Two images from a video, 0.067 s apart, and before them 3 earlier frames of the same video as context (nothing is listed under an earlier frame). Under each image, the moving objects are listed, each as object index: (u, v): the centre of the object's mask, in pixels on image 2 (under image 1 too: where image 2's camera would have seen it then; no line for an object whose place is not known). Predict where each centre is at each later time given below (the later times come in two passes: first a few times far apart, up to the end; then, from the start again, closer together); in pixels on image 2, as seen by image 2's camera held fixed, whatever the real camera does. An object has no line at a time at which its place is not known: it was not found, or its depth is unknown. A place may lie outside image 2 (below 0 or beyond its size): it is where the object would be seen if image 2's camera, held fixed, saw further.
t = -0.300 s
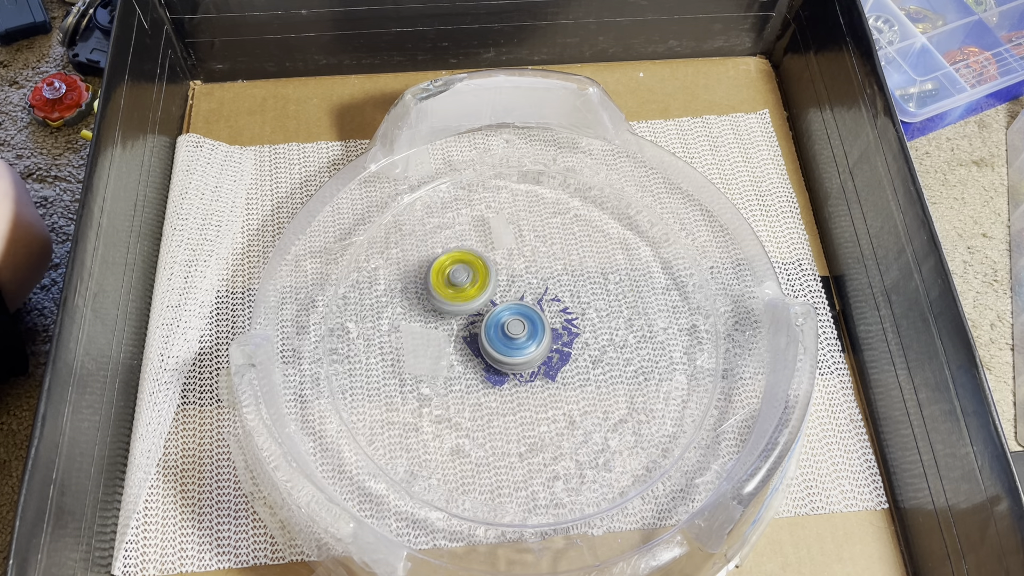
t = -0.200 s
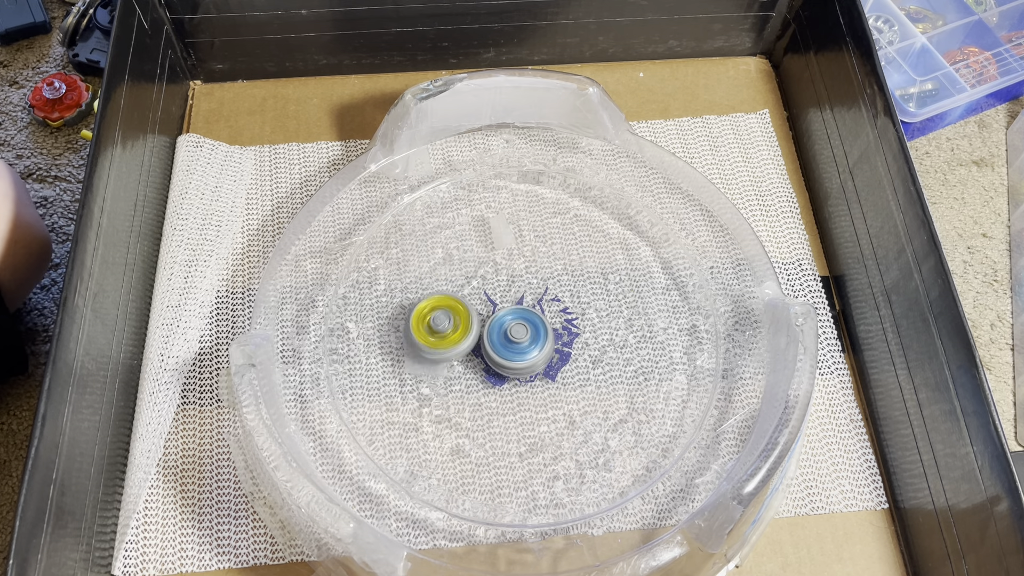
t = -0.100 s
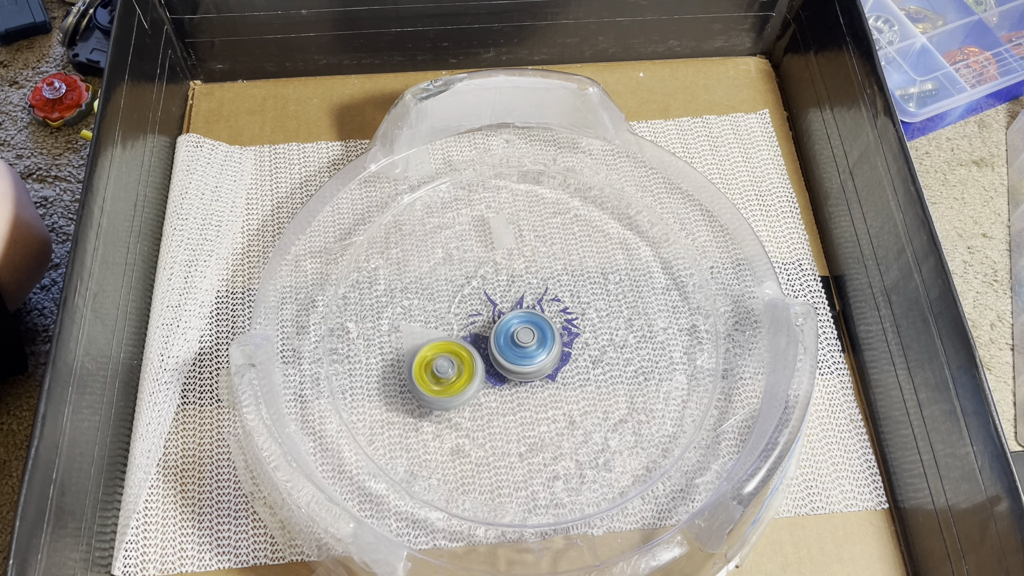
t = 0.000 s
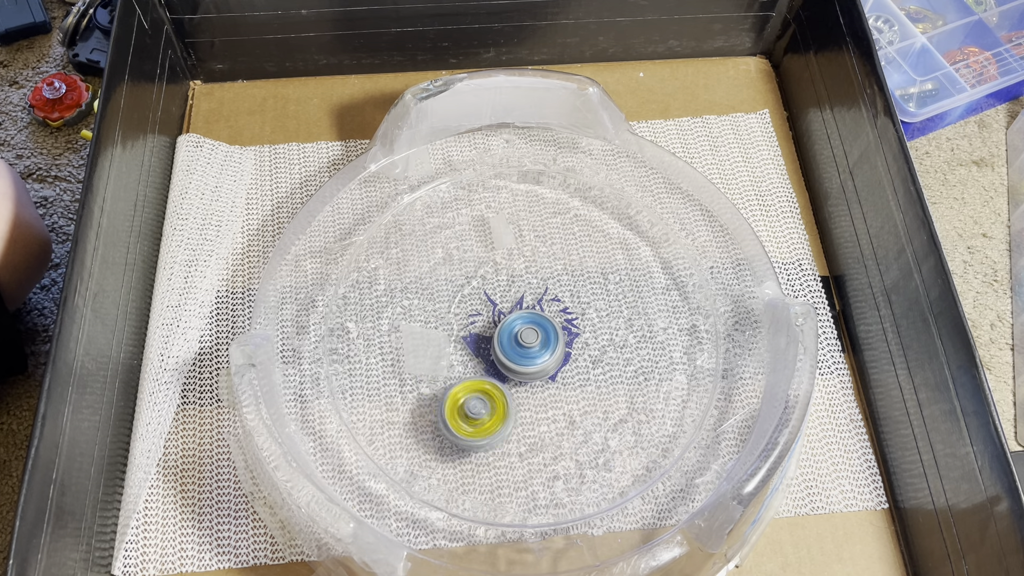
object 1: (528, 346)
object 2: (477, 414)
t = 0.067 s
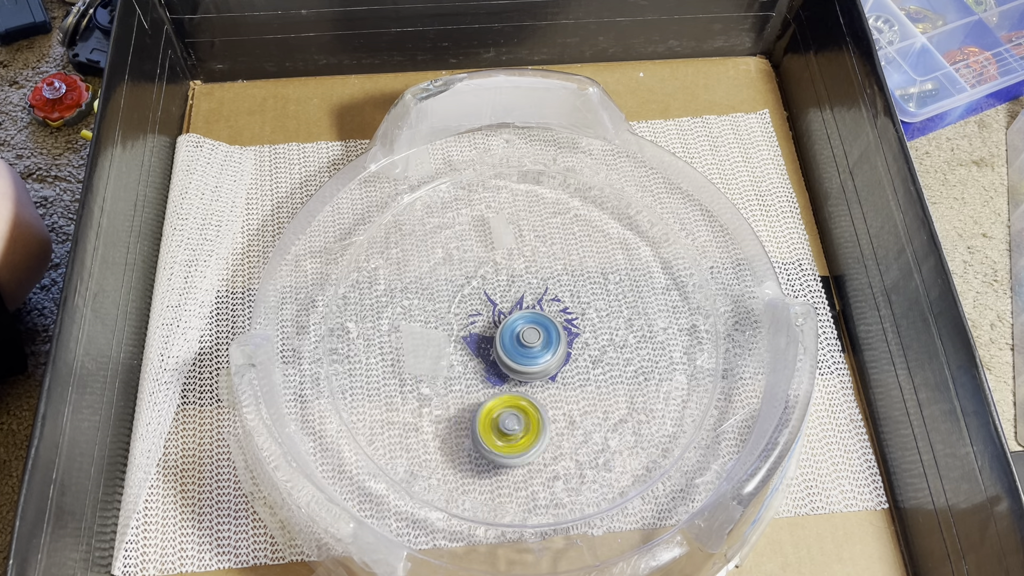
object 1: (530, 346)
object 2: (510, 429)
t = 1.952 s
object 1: (513, 326)
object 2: (427, 300)
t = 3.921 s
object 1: (514, 350)
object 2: (504, 272)
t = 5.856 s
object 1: (523, 327)
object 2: (600, 301)
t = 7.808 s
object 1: (538, 422)
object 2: (426, 322)
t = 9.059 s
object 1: (491, 281)
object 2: (551, 366)
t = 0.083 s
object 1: (531, 346)
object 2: (520, 430)
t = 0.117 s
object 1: (531, 345)
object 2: (539, 432)
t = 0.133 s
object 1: (531, 345)
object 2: (547, 431)
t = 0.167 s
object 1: (532, 344)
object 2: (566, 426)
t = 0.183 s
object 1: (532, 344)
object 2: (574, 423)
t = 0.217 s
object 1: (532, 343)
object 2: (590, 413)
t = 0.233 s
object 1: (532, 343)
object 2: (596, 408)
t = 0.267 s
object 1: (531, 342)
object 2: (607, 394)
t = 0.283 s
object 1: (531, 341)
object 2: (611, 387)
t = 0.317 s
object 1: (530, 340)
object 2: (617, 370)
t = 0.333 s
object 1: (530, 340)
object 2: (618, 363)
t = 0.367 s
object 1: (529, 339)
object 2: (617, 346)
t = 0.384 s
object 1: (528, 339)
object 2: (615, 338)
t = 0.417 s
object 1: (527, 339)
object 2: (609, 323)
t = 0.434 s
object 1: (526, 338)
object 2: (605, 316)
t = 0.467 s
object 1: (525, 338)
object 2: (595, 302)
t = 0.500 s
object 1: (524, 338)
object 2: (583, 291)
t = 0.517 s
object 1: (523, 337)
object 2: (576, 286)
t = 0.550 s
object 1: (522, 337)
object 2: (561, 278)
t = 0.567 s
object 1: (521, 337)
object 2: (552, 275)
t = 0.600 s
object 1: (519, 337)
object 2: (536, 270)
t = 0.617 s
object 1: (519, 337)
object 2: (528, 268)
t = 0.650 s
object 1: (517, 337)
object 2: (511, 268)
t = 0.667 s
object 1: (517, 337)
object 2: (502, 268)
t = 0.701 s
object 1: (515, 338)
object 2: (485, 271)
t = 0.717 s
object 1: (515, 338)
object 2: (477, 273)
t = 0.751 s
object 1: (513, 338)
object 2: (462, 280)
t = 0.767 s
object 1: (513, 338)
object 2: (455, 284)
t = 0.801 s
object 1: (511, 339)
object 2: (442, 294)
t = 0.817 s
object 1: (511, 339)
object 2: (437, 299)
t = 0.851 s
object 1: (510, 340)
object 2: (428, 312)
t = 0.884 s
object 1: (509, 340)
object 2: (420, 325)
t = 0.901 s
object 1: (508, 340)
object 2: (419, 334)
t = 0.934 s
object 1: (508, 341)
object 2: (417, 349)
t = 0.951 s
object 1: (507, 341)
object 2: (418, 357)
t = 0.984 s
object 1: (507, 342)
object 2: (421, 372)
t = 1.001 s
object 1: (507, 342)
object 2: (424, 380)
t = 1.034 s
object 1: (506, 342)
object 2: (433, 394)
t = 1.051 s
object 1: (506, 343)
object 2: (440, 400)
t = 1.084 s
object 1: (506, 343)
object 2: (453, 411)
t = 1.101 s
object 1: (506, 343)
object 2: (461, 415)
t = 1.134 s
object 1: (506, 344)
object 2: (479, 422)
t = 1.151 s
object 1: (506, 344)
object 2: (488, 423)
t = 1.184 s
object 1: (506, 344)
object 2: (508, 424)
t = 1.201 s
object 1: (506, 344)
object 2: (516, 423)
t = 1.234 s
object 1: (507, 345)
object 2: (534, 418)
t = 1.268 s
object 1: (507, 345)
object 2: (551, 411)
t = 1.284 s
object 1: (507, 344)
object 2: (558, 406)
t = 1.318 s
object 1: (508, 344)
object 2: (571, 394)
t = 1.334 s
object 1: (508, 344)
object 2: (576, 388)
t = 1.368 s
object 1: (509, 343)
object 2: (585, 374)
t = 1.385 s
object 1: (509, 343)
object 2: (589, 366)
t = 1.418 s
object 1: (510, 342)
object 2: (593, 351)
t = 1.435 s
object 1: (510, 341)
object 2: (593, 342)
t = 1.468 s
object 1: (511, 340)
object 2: (593, 327)
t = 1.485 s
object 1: (511, 340)
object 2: (591, 320)
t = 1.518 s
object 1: (512, 338)
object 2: (586, 305)
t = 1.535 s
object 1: (512, 338)
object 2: (584, 298)
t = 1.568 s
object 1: (512, 337)
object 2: (575, 285)
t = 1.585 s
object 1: (513, 336)
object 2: (570, 278)
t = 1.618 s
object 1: (513, 335)
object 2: (559, 268)
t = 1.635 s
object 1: (513, 335)
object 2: (552, 263)
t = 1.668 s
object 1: (513, 334)
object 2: (538, 256)
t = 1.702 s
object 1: (514, 333)
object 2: (523, 250)
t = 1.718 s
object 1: (514, 332)
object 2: (515, 249)
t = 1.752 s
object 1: (514, 331)
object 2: (498, 247)
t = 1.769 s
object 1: (514, 331)
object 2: (491, 248)
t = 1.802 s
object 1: (514, 330)
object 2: (477, 251)
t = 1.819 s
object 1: (514, 329)
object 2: (468, 254)
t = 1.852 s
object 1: (514, 329)
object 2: (453, 263)
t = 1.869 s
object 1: (514, 328)
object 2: (448, 268)
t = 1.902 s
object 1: (514, 327)
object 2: (437, 279)
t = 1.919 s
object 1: (514, 327)
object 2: (433, 285)
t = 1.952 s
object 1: (513, 326)
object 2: (427, 300)
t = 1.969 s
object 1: (513, 326)
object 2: (425, 308)
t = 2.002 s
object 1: (513, 325)
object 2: (423, 324)
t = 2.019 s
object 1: (513, 325)
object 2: (424, 332)
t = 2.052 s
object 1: (512, 324)
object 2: (429, 347)
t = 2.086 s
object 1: (512, 324)
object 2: (437, 362)
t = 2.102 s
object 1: (512, 324)
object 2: (442, 368)
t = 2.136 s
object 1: (511, 324)
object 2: (455, 381)
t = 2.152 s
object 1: (511, 324)
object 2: (462, 386)
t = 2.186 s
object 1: (510, 324)
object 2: (477, 395)
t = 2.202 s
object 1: (510, 325)
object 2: (486, 398)
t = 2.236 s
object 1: (510, 325)
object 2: (503, 402)
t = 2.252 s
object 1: (510, 326)
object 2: (513, 403)
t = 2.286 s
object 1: (511, 327)
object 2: (531, 403)
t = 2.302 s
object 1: (511, 327)
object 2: (540, 401)
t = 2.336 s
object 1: (512, 328)
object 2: (558, 397)
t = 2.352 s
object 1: (512, 328)
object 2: (564, 393)
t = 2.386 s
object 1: (513, 329)
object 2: (580, 384)
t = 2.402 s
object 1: (513, 330)
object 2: (585, 379)
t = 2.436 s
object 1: (514, 331)
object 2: (597, 367)
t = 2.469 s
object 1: (515, 332)
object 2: (605, 354)
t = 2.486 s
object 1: (516, 332)
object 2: (608, 348)
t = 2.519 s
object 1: (518, 334)
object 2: (612, 333)
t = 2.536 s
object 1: (519, 334)
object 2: (612, 326)
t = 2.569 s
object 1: (522, 334)
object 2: (611, 311)
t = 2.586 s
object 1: (522, 334)
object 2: (609, 303)
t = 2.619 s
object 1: (524, 333)
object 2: (603, 290)
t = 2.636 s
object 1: (524, 333)
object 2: (599, 284)
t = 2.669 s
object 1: (525, 332)
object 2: (589, 272)
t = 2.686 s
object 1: (526, 332)
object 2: (583, 268)
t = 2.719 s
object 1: (526, 332)
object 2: (570, 259)
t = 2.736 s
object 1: (527, 332)
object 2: (562, 256)
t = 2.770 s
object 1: (527, 332)
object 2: (546, 252)
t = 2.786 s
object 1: (527, 331)
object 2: (537, 251)
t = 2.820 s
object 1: (527, 331)
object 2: (521, 252)
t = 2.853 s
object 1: (528, 331)
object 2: (505, 255)
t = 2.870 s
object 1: (528, 331)
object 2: (497, 258)
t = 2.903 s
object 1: (528, 330)
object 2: (484, 266)
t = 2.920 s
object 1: (528, 330)
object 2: (477, 270)
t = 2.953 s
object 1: (527, 330)
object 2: (465, 282)
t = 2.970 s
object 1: (527, 330)
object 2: (461, 287)
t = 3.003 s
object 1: (527, 330)
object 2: (453, 301)
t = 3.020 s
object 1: (527, 330)
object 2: (450, 308)
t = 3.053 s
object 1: (526, 330)
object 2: (445, 324)
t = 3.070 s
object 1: (525, 330)
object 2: (445, 332)
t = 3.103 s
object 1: (525, 330)
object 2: (445, 346)
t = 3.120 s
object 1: (524, 330)
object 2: (446, 354)
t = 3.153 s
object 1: (523, 331)
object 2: (451, 369)
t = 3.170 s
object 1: (523, 331)
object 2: (455, 376)
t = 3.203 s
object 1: (522, 332)
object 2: (464, 389)
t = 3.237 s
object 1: (521, 332)
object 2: (475, 400)
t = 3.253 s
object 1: (520, 332)
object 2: (482, 405)
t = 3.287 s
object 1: (519, 332)
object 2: (497, 414)
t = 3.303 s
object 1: (519, 333)
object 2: (505, 417)
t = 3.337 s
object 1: (518, 332)
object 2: (522, 421)
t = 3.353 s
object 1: (518, 332)
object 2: (531, 421)
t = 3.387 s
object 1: (518, 332)
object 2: (549, 420)
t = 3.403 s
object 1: (517, 331)
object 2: (556, 419)
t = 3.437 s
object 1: (516, 332)
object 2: (572, 413)
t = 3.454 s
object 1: (515, 333)
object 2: (580, 409)
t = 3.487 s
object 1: (514, 336)
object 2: (592, 399)
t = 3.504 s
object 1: (513, 337)
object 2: (599, 394)
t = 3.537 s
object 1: (513, 338)
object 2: (607, 380)
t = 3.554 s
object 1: (512, 339)
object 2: (610, 372)
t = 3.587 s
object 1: (512, 341)
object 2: (613, 358)
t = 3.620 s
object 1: (512, 342)
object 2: (612, 342)
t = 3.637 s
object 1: (512, 343)
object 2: (612, 334)
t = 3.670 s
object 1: (511, 345)
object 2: (606, 321)
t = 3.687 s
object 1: (512, 345)
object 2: (602, 314)
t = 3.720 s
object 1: (512, 346)
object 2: (592, 302)
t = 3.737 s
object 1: (512, 347)
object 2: (587, 296)
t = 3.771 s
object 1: (512, 348)
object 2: (574, 287)
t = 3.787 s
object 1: (512, 348)
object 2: (567, 283)
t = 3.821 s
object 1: (512, 349)
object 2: (552, 276)
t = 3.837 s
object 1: (513, 349)
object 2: (544, 274)
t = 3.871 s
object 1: (513, 350)
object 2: (528, 272)
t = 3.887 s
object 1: (513, 350)
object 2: (520, 271)
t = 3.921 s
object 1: (514, 350)
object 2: (504, 272)
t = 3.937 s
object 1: (514, 351)
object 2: (495, 274)
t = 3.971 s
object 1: (514, 351)
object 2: (480, 278)
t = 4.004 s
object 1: (515, 351)
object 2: (466, 285)
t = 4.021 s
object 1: (516, 351)
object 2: (460, 289)
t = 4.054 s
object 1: (516, 350)
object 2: (448, 299)
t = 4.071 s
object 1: (516, 350)
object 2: (444, 304)
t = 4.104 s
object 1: (517, 350)
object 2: (435, 317)
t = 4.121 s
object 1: (517, 349)
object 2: (432, 324)
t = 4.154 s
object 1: (518, 348)
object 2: (428, 338)
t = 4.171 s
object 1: (518, 348)
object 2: (427, 344)
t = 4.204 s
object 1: (518, 347)
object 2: (428, 359)
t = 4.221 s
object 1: (518, 347)
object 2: (428, 365)
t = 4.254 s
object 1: (518, 345)
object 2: (434, 380)
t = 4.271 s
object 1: (518, 345)
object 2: (438, 387)
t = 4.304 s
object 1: (518, 343)
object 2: (448, 399)
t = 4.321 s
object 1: (518, 343)
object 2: (455, 405)
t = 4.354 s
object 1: (518, 341)
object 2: (470, 413)
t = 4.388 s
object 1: (518, 340)
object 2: (486, 418)
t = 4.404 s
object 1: (517, 339)
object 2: (495, 420)
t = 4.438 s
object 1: (517, 337)
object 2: (512, 421)
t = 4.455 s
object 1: (517, 336)
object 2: (520, 420)
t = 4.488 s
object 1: (516, 335)
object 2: (538, 415)
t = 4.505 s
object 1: (516, 334)
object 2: (545, 412)
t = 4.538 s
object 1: (516, 333)
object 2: (559, 403)
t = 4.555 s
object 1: (516, 333)
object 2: (566, 397)
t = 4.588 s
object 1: (515, 332)
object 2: (576, 385)
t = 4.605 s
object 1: (515, 332)
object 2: (581, 379)
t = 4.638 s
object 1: (514, 331)
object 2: (586, 365)
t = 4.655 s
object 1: (514, 331)
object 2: (588, 358)
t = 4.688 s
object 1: (513, 330)
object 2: (590, 343)
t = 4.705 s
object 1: (512, 329)
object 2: (590, 335)
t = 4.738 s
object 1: (511, 329)
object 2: (588, 321)
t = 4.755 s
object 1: (511, 329)
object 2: (586, 314)
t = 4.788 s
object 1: (510, 328)
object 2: (579, 300)
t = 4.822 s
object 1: (510, 328)
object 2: (571, 288)
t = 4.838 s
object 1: (509, 328)
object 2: (566, 283)
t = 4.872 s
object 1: (509, 327)
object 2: (555, 273)
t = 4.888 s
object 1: (509, 327)
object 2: (549, 268)
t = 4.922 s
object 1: (508, 328)
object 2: (535, 261)
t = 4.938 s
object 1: (508, 328)
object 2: (528, 259)
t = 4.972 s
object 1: (508, 328)
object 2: (513, 255)
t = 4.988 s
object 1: (508, 328)
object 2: (506, 254)
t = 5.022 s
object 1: (508, 328)
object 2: (490, 255)
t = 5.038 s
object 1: (508, 328)
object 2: (483, 256)
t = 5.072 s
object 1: (508, 329)
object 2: (468, 261)
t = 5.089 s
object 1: (508, 329)
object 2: (461, 265)
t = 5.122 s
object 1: (508, 329)
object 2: (450, 273)
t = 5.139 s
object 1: (508, 330)
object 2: (444, 279)
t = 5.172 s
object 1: (509, 330)
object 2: (436, 290)
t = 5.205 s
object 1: (510, 331)
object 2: (430, 305)
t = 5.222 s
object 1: (510, 331)
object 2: (428, 312)
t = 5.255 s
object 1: (511, 331)
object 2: (427, 327)
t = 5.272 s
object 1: (511, 332)
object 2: (428, 336)
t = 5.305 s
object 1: (512, 332)
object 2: (432, 349)
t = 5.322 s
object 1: (513, 332)
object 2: (436, 355)
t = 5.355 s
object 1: (514, 333)
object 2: (445, 368)
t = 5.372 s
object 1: (514, 333)
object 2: (451, 375)
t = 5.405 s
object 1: (516, 333)
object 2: (464, 385)
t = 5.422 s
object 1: (517, 333)
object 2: (470, 389)
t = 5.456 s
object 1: (520, 333)
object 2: (486, 395)
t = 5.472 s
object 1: (521, 332)
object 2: (495, 399)
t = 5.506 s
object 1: (522, 332)
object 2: (511, 401)
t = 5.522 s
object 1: (522, 331)
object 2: (521, 400)
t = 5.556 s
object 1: (523, 330)
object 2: (536, 399)
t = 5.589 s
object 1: (523, 329)
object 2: (552, 395)
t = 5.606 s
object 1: (523, 329)
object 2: (560, 392)
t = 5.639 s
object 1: (524, 329)
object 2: (574, 383)
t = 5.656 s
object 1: (524, 328)
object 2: (579, 378)
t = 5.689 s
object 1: (524, 328)
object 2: (590, 367)
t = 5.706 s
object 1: (524, 328)
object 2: (594, 362)
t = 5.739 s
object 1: (524, 328)
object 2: (601, 349)
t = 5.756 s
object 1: (524, 327)
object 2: (603, 342)
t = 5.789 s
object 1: (524, 327)
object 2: (605, 329)
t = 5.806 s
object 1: (524, 327)
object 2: (606, 321)
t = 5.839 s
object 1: (523, 327)
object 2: (603, 308)
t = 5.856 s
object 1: (523, 327)
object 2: (600, 301)
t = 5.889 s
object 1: (523, 327)
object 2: (595, 289)
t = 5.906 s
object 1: (522, 327)
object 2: (590, 283)
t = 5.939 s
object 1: (522, 328)
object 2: (580, 273)
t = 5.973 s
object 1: (521, 328)
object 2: (567, 264)
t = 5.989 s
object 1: (521, 328)
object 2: (561, 262)
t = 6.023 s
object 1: (520, 329)
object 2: (546, 257)
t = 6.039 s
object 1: (520, 330)
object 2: (538, 256)
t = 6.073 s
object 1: (518, 330)
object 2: (523, 256)
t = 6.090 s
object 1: (518, 331)
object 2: (516, 257)
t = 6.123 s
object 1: (516, 333)
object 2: (500, 261)
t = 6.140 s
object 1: (516, 334)
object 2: (493, 264)
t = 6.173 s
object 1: (516, 336)
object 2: (481, 272)
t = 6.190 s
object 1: (516, 337)
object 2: (475, 276)
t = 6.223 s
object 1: (517, 338)
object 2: (464, 287)
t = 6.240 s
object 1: (517, 339)
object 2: (460, 293)
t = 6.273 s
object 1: (522, 344)
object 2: (448, 301)
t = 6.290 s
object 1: (525, 346)
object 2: (443, 306)
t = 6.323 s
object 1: (528, 349)
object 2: (436, 317)
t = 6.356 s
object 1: (531, 350)
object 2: (430, 330)
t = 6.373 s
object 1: (531, 350)
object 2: (429, 337)
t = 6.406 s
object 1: (534, 350)
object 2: (428, 350)
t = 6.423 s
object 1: (534, 350)
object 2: (429, 357)
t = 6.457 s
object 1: (536, 350)
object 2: (432, 370)
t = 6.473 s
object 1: (536, 350)
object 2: (434, 377)
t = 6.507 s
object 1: (537, 349)
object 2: (443, 389)
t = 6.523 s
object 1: (538, 349)
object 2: (448, 396)
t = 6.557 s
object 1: (539, 348)
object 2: (461, 405)
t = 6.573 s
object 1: (539, 348)
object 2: (468, 409)
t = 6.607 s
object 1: (539, 347)
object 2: (484, 415)
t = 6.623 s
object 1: (539, 346)
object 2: (491, 417)
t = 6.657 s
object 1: (538, 345)
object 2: (508, 419)
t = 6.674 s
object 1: (538, 345)
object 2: (517, 418)
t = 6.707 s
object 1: (537, 343)
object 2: (533, 414)
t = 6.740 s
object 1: (536, 340)
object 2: (548, 410)
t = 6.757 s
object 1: (535, 338)
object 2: (555, 408)
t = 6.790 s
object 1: (533, 334)
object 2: (568, 402)
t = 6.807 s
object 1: (532, 333)
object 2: (574, 397)
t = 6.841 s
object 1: (529, 331)
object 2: (584, 386)
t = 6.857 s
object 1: (528, 330)
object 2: (587, 380)
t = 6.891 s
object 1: (525, 329)
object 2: (593, 367)
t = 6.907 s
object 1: (523, 328)
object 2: (596, 360)
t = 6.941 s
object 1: (520, 327)
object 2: (597, 346)
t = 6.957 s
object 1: (518, 327)
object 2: (597, 339)
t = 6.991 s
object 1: (514, 326)
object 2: (594, 325)
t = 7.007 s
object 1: (513, 326)
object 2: (592, 319)
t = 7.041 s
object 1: (510, 326)
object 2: (585, 306)
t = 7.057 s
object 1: (508, 327)
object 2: (581, 300)
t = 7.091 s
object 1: (505, 327)
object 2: (572, 289)
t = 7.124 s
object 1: (502, 328)
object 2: (560, 281)
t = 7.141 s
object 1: (501, 328)
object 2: (554, 277)
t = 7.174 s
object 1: (499, 329)
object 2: (541, 271)
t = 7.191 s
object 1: (498, 330)
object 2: (533, 269)
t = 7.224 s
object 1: (496, 331)
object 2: (520, 266)
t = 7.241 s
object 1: (496, 332)
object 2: (512, 266)
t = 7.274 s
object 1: (486, 351)
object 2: (505, 249)
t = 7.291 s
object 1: (480, 364)
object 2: (504, 238)
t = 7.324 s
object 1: (470, 386)
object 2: (500, 222)
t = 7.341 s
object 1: (465, 396)
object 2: (496, 217)
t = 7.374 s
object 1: (460, 411)
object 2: (489, 210)
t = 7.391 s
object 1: (459, 416)
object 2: (485, 208)
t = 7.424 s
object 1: (461, 422)
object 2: (473, 206)
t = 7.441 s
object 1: (464, 425)
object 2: (467, 206)
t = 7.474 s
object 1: (470, 429)
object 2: (454, 207)
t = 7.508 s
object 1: (477, 432)
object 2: (442, 209)
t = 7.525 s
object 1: (481, 433)
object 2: (436, 212)
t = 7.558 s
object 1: (488, 435)
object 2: (425, 219)
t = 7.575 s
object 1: (491, 436)
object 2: (421, 223)
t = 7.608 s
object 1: (499, 437)
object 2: (413, 235)
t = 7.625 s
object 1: (502, 437)
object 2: (411, 241)
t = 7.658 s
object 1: (509, 436)
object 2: (407, 254)
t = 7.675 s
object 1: (514, 435)
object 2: (406, 263)
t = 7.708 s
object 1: (520, 433)
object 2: (407, 278)
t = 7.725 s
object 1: (524, 432)
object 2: (409, 285)
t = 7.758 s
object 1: (530, 428)
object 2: (414, 300)
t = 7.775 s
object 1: (533, 426)
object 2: (417, 308)
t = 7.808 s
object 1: (538, 422)
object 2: (426, 322)
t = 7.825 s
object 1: (541, 419)
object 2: (431, 328)
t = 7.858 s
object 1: (546, 413)
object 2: (441, 341)
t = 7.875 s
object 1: (548, 410)
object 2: (449, 346)
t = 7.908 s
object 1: (552, 404)
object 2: (464, 355)
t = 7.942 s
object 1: (555, 397)
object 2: (480, 364)
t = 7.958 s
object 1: (558, 393)
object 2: (485, 367)
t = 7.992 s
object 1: (567, 390)
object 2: (494, 369)
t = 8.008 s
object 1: (573, 387)
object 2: (496, 369)
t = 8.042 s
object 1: (582, 381)
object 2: (503, 371)
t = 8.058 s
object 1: (586, 378)
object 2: (507, 371)
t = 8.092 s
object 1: (592, 371)
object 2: (515, 373)
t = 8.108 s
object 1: (596, 366)
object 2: (517, 372)
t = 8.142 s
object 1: (606, 356)
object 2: (522, 373)
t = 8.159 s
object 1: (608, 351)
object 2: (525, 373)
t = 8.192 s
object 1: (612, 340)
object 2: (535, 372)
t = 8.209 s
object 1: (613, 334)
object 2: (540, 370)
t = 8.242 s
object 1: (615, 325)
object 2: (551, 366)
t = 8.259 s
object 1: (615, 320)
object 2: (557, 363)
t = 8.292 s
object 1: (617, 308)
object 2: (559, 359)
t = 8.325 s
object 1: (617, 298)
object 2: (563, 352)
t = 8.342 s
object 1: (616, 293)
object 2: (563, 348)
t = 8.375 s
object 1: (614, 284)
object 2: (562, 339)
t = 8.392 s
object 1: (612, 281)
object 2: (561, 335)
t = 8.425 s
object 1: (609, 273)
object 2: (556, 327)
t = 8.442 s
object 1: (608, 270)
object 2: (552, 323)
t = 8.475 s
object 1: (603, 264)
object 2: (544, 318)
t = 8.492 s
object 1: (601, 261)
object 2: (539, 316)
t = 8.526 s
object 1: (596, 256)
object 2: (528, 314)
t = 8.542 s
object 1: (593, 253)
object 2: (523, 314)
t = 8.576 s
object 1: (588, 250)
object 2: (512, 315)
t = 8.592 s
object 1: (585, 248)
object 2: (507, 317)
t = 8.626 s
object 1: (579, 245)
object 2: (497, 322)
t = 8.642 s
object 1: (575, 244)
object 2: (493, 325)
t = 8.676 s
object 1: (568, 243)
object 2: (486, 332)
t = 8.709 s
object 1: (562, 242)
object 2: (482, 341)
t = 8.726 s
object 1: (558, 242)
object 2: (481, 346)
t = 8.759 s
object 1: (551, 243)
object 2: (481, 356)
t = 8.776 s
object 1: (547, 244)
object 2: (480, 360)
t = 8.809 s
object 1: (540, 246)
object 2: (483, 370)
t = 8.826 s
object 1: (536, 247)
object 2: (487, 374)
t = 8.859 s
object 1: (529, 249)
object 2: (494, 381)
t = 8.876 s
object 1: (525, 251)
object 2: (498, 384)
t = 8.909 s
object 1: (519, 255)
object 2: (509, 388)
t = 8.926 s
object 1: (515, 257)
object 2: (515, 388)
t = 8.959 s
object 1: (509, 262)
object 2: (526, 386)
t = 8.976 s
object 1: (505, 265)
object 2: (531, 385)
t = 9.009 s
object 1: (499, 271)
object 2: (541, 379)
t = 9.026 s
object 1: (496, 274)
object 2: (545, 375)
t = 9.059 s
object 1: (491, 281)
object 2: (551, 366)
